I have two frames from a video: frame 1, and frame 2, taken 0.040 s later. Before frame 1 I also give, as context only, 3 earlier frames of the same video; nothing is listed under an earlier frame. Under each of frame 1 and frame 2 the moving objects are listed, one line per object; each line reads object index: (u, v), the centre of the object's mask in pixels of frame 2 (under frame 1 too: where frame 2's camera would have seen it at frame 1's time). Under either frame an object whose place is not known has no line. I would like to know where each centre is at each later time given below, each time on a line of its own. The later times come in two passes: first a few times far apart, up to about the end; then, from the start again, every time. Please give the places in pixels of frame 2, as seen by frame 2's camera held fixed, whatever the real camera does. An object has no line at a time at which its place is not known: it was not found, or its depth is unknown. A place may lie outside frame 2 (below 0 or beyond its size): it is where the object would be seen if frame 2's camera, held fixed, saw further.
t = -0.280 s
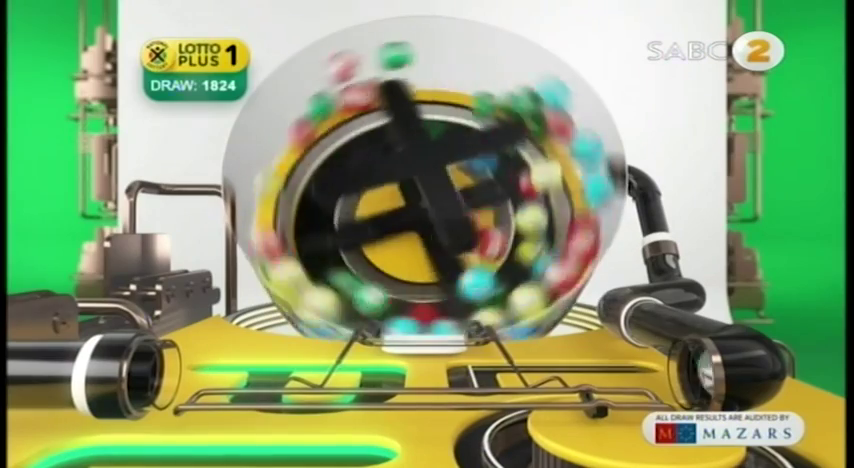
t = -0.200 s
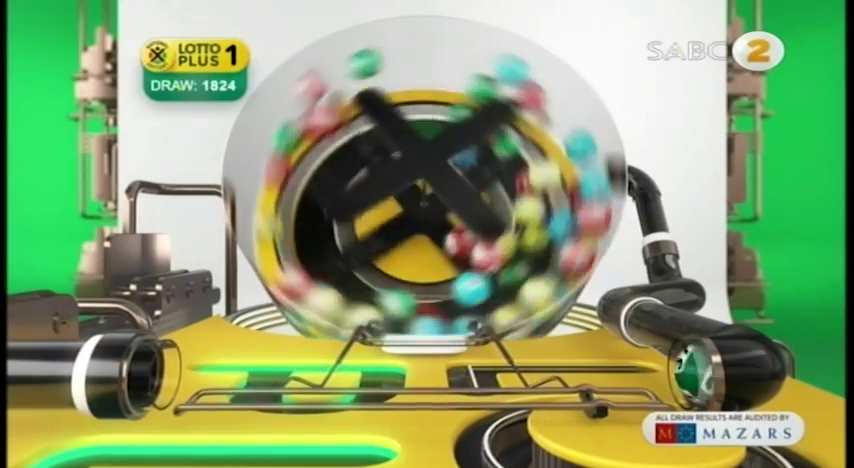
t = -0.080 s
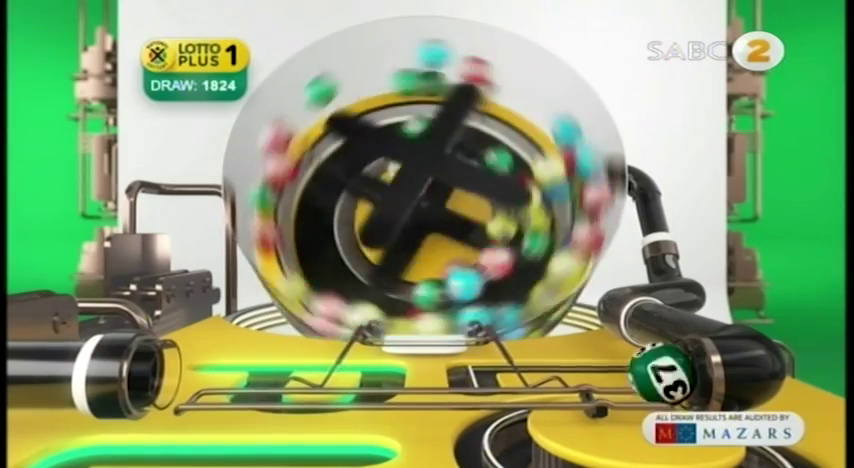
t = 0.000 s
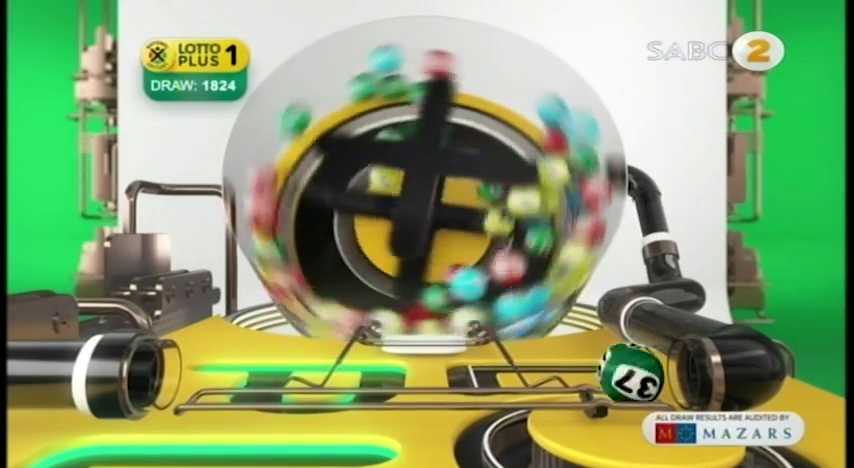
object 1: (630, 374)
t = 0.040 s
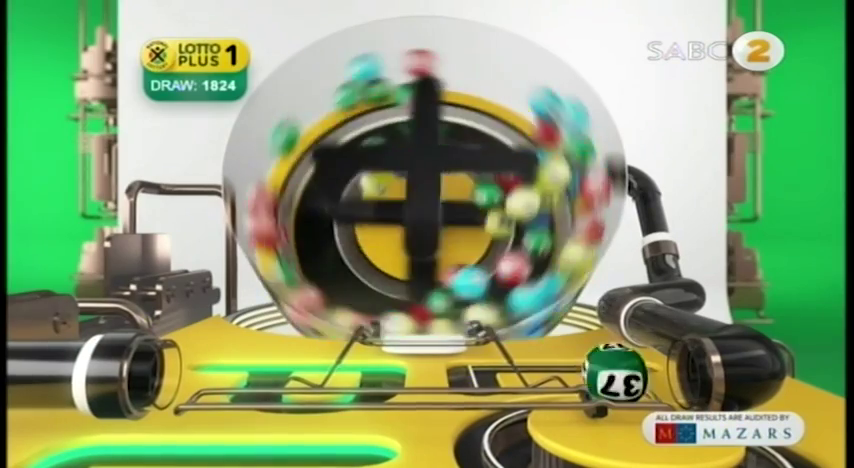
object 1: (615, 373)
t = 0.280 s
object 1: (519, 373)
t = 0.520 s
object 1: (426, 373)
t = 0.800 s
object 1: (332, 373)
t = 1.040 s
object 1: (268, 372)
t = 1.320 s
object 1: (219, 372)
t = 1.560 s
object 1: (208, 372)
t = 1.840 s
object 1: (208, 372)
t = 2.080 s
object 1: (208, 372)
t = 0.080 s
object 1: (599, 373)
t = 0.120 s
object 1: (583, 373)
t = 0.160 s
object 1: (567, 373)
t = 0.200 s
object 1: (551, 373)
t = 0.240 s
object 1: (535, 373)
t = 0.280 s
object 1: (519, 373)
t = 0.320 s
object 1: (502, 373)
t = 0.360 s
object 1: (486, 373)
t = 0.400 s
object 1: (471, 373)
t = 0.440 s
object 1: (456, 373)
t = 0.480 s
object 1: (441, 373)
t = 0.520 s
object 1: (426, 373)
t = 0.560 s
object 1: (411, 373)
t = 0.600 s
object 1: (397, 373)
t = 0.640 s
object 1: (383, 373)
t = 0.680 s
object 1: (370, 373)
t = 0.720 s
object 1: (356, 372)
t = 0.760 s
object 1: (344, 373)
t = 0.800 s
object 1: (332, 373)
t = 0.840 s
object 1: (320, 373)
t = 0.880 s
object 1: (308, 373)
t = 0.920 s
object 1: (297, 372)
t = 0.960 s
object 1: (287, 373)
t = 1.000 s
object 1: (277, 373)
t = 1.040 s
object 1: (268, 372)
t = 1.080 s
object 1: (258, 373)
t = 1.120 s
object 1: (251, 373)
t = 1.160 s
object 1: (243, 372)
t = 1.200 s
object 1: (236, 372)
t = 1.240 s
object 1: (230, 372)
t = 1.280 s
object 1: (224, 372)
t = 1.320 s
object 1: (219, 372)
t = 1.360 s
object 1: (215, 372)
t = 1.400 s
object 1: (213, 373)
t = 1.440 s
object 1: (210, 373)
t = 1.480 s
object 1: (208, 373)
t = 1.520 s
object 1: (208, 373)
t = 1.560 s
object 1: (208, 372)
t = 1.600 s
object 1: (208, 372)
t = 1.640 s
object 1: (208, 372)
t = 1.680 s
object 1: (208, 372)
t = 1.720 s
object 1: (208, 372)
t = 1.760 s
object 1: (208, 372)
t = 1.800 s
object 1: (208, 372)
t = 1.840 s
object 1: (208, 372)
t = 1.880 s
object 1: (208, 372)
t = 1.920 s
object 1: (208, 372)
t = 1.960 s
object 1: (208, 372)
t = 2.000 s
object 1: (208, 372)
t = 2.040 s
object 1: (208, 372)
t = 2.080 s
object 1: (208, 372)
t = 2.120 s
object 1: (208, 372)
